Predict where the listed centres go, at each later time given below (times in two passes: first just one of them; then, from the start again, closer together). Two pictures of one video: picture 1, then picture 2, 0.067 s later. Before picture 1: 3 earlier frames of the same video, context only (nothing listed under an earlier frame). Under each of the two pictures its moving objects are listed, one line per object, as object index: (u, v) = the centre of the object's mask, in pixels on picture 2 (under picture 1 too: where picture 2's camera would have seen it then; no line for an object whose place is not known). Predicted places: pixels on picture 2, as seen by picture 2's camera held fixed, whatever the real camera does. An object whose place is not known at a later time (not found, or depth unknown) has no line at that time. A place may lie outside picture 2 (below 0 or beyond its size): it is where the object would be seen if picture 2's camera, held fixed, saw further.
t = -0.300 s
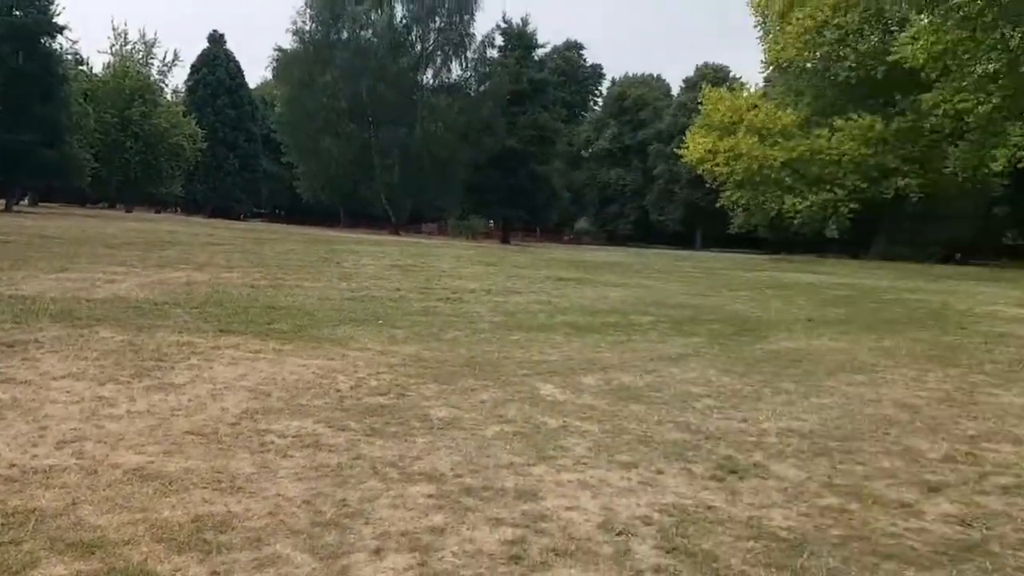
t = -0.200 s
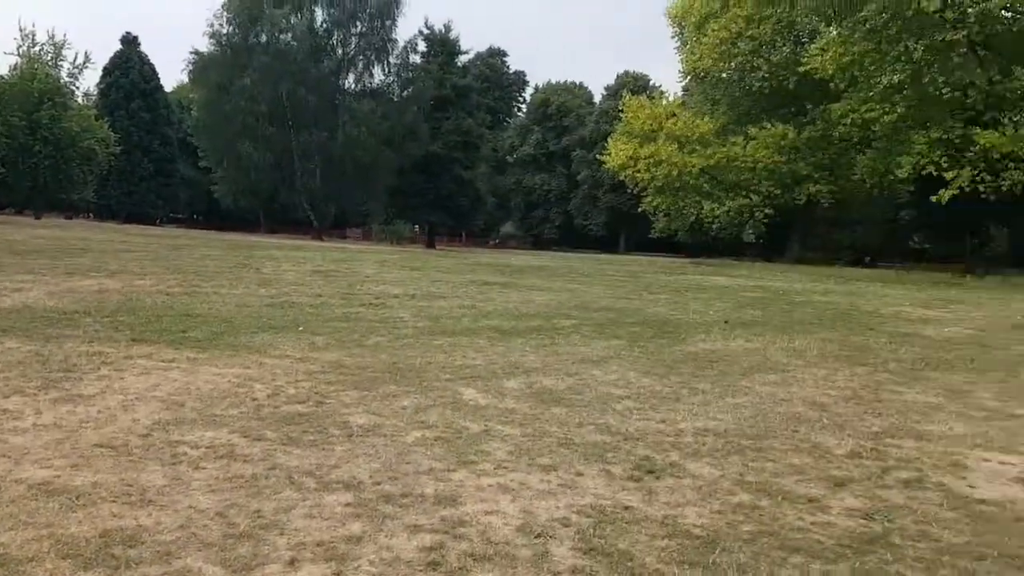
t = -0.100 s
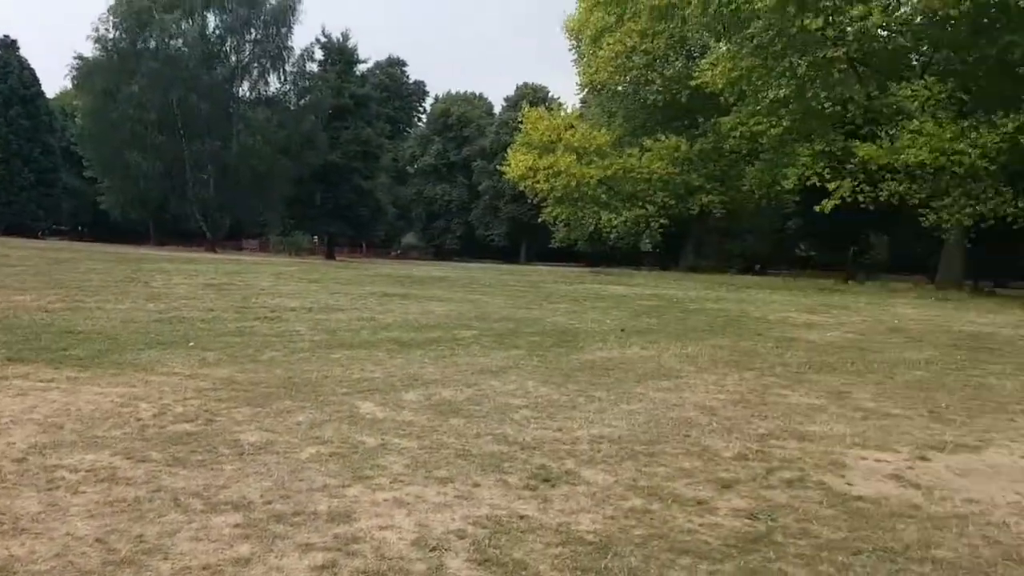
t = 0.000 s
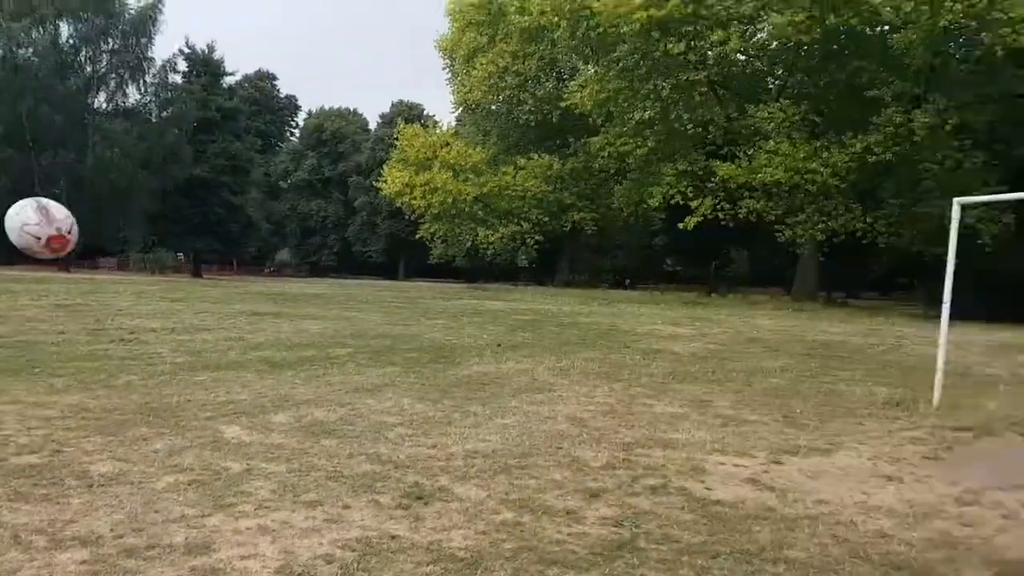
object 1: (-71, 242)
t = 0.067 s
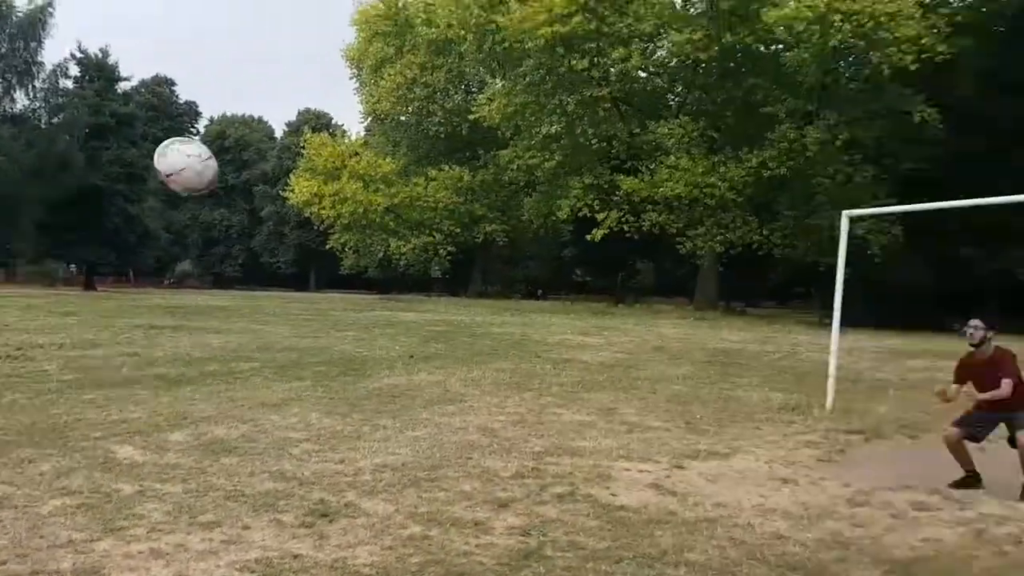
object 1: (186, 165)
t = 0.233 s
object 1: (621, 74)
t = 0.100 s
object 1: (293, 139)
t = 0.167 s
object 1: (475, 99)
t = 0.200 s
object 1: (552, 85)
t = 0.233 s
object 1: (621, 74)
